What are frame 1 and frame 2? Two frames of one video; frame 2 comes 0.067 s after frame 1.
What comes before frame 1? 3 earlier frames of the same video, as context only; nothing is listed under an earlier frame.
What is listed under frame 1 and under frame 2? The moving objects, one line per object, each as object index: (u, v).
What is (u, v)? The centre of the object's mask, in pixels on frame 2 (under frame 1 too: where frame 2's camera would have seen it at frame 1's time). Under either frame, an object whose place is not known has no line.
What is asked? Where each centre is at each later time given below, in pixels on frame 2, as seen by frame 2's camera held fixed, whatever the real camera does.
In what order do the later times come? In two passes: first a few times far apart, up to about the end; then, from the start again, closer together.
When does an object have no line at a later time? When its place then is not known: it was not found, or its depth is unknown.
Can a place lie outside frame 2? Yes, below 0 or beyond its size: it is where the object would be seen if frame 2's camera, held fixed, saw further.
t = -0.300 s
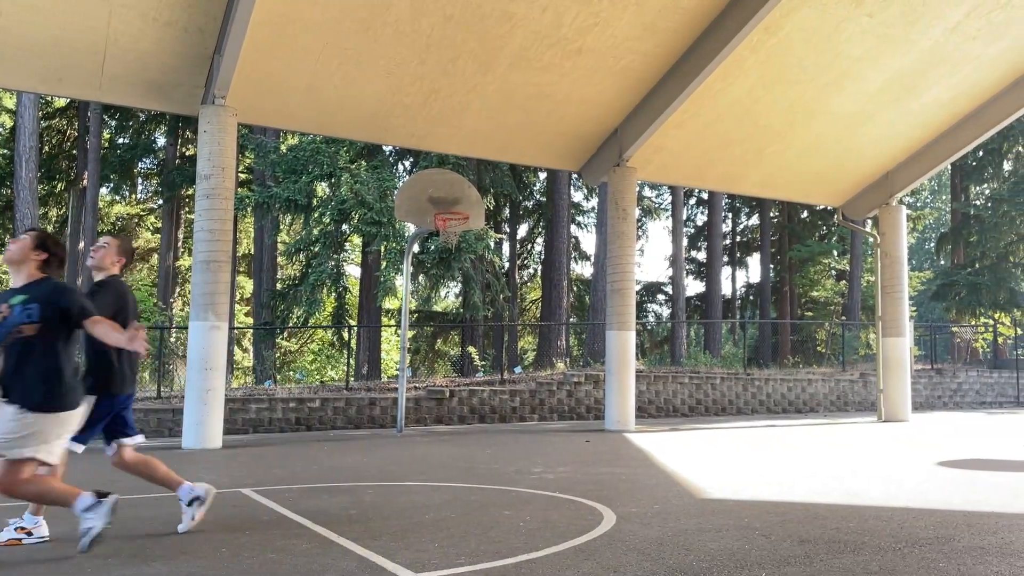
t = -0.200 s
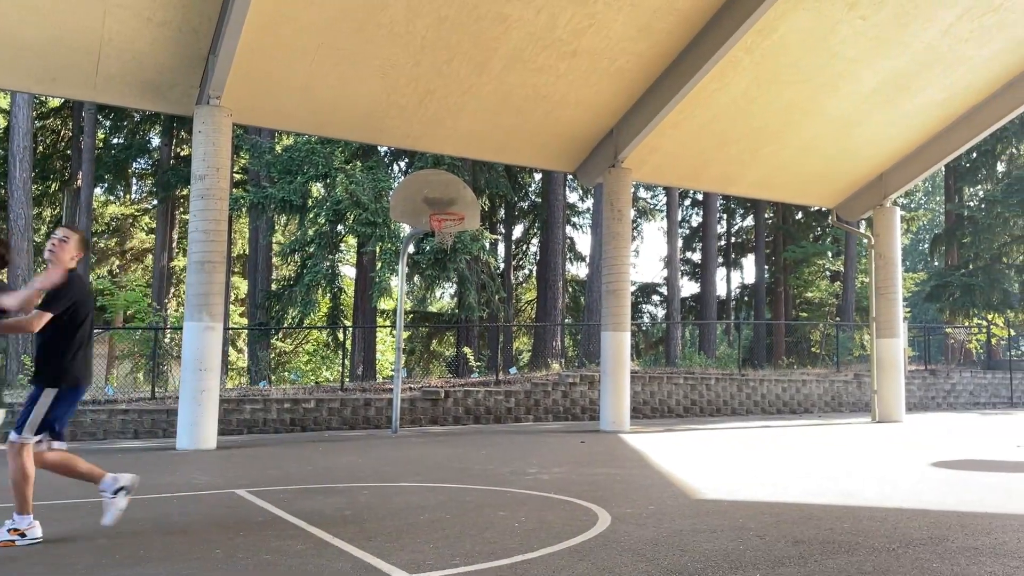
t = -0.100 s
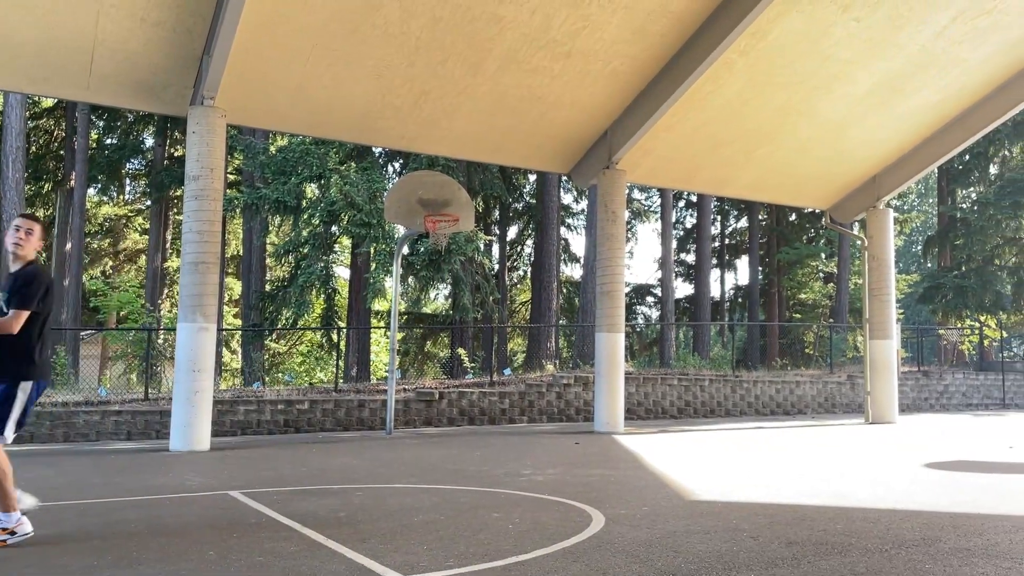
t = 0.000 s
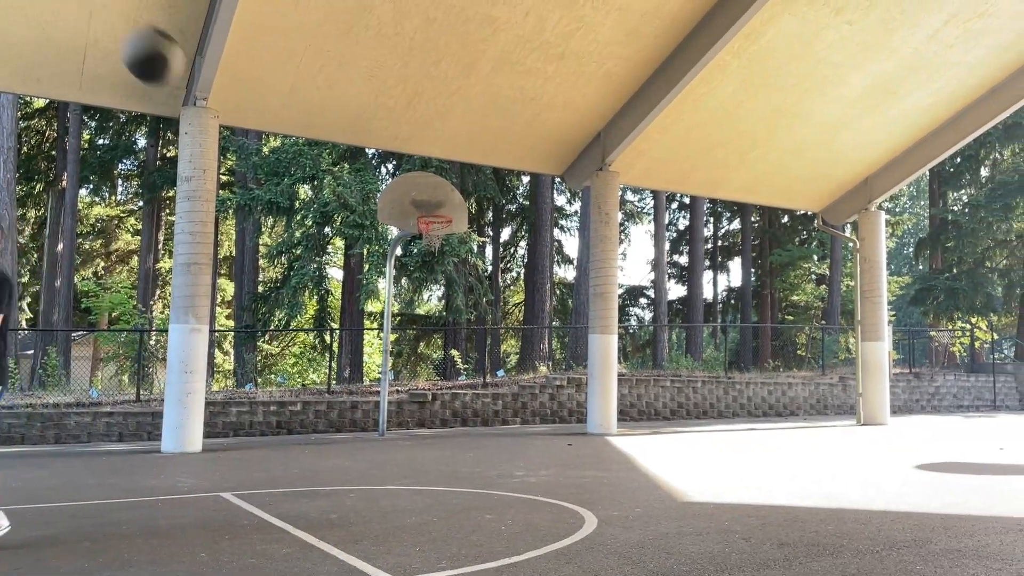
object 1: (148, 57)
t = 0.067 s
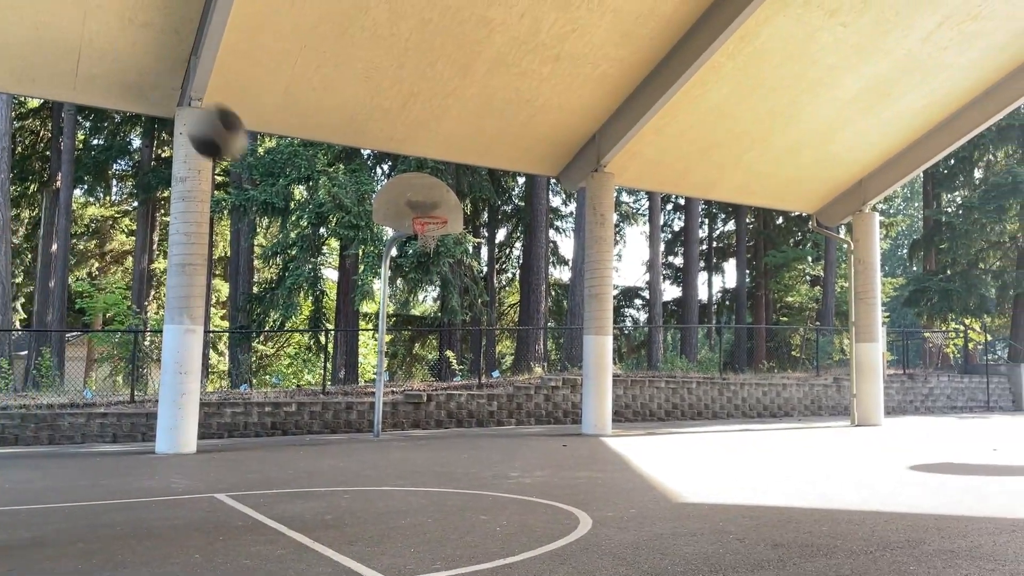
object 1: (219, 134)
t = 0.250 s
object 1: (402, 391)
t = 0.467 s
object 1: (564, 401)
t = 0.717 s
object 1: (703, 197)
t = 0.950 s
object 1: (831, 127)
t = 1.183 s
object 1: (951, 178)
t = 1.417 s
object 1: (1074, 354)
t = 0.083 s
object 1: (235, 155)
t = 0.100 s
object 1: (252, 175)
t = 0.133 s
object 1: (286, 219)
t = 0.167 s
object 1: (318, 263)
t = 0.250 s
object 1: (402, 391)
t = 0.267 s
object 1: (418, 418)
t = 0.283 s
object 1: (434, 444)
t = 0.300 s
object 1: (451, 476)
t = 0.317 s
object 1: (468, 505)
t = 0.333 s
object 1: (486, 534)
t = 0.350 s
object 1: (499, 548)
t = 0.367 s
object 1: (510, 529)
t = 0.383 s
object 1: (520, 505)
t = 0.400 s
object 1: (529, 482)
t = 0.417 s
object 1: (539, 460)
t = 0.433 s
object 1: (550, 439)
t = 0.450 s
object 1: (555, 420)
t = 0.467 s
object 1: (564, 401)
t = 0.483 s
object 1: (573, 384)
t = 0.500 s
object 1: (584, 365)
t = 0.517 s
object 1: (593, 349)
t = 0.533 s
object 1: (604, 333)
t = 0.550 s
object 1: (611, 317)
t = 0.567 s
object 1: (621, 304)
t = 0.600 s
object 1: (635, 278)
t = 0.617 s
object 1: (647, 263)
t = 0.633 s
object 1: (656, 251)
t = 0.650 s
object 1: (668, 238)
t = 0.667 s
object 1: (675, 228)
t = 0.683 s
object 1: (684, 217)
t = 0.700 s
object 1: (696, 205)
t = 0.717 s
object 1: (703, 197)
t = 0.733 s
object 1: (715, 187)
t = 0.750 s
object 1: (723, 179)
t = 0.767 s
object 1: (734, 171)
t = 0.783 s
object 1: (743, 164)
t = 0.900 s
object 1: (804, 133)
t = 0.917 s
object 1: (813, 130)
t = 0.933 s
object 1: (821, 129)
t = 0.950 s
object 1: (831, 127)
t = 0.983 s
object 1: (848, 127)
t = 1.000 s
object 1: (858, 127)
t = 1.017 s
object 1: (866, 129)
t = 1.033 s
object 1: (875, 131)
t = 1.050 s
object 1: (883, 133)
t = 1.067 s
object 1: (894, 136)
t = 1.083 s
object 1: (900, 141)
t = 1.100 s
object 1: (909, 146)
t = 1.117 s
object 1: (918, 151)
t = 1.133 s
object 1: (928, 157)
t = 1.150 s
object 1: (936, 163)
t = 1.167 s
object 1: (944, 170)
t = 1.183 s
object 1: (951, 178)
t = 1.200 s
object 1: (960, 186)
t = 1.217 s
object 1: (968, 195)
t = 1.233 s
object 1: (977, 204)
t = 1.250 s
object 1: (986, 213)
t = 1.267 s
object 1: (992, 224)
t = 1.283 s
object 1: (1002, 237)
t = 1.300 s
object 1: (1013, 248)
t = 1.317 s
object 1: (1019, 261)
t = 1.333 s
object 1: (1029, 274)
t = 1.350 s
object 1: (1036, 289)
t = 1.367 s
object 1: (1052, 303)
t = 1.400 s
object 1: (1076, 337)
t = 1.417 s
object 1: (1074, 354)
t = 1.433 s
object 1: (1084, 371)
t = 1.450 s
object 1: (1108, 389)
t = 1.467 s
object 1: (1115, 410)
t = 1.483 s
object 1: (1128, 429)
